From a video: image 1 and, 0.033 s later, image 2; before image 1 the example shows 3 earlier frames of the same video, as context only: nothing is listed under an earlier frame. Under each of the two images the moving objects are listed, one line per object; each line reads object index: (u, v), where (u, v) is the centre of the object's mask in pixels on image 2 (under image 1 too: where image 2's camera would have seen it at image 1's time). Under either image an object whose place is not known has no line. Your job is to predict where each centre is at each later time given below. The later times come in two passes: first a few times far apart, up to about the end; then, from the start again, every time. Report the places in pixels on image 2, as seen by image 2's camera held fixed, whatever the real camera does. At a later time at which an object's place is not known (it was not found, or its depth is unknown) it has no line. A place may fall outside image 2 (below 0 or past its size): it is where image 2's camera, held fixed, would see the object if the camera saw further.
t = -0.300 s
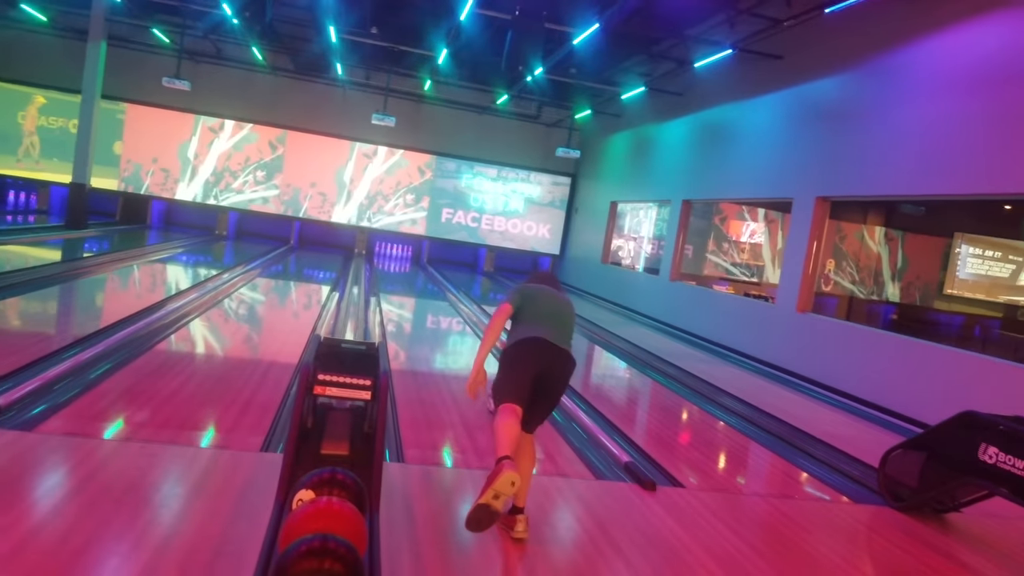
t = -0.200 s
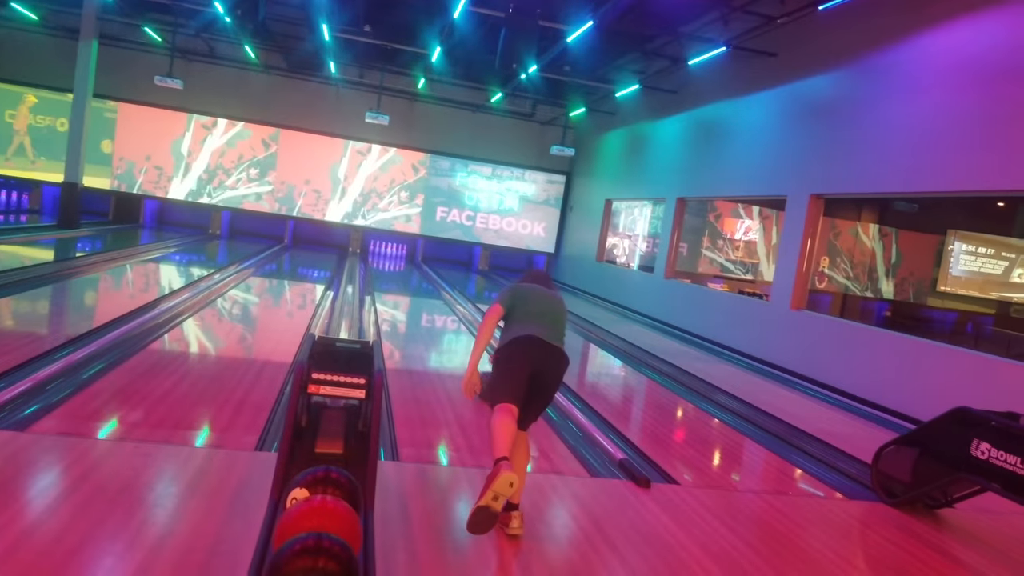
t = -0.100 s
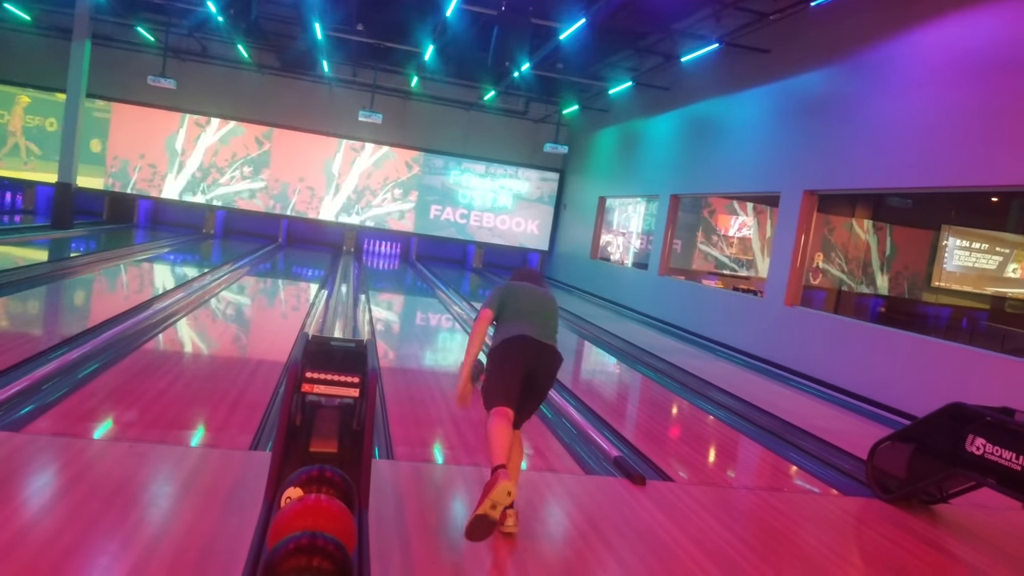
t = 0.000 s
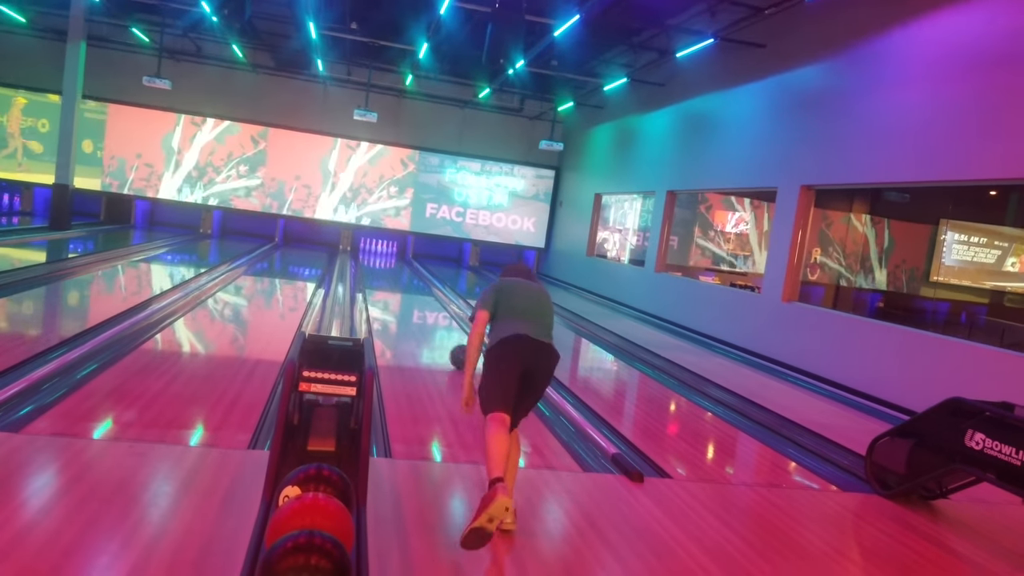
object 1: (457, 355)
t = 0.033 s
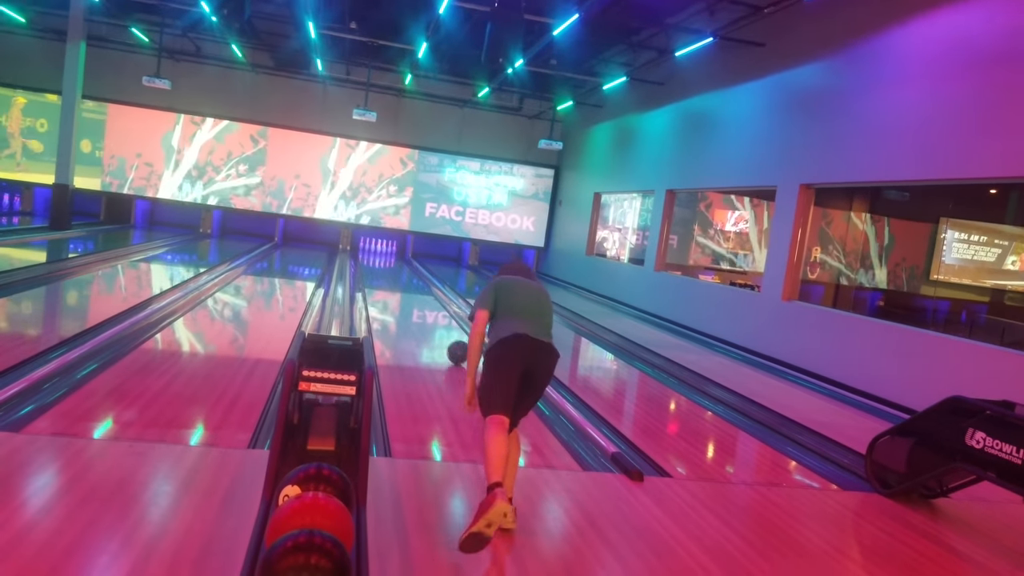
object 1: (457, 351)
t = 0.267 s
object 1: (444, 332)
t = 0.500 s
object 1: (434, 317)
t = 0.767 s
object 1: (424, 304)
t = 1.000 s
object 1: (418, 295)
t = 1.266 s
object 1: (411, 287)
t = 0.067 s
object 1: (456, 348)
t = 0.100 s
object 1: (454, 345)
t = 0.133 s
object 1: (452, 342)
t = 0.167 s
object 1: (450, 339)
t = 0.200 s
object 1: (448, 337)
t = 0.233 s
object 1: (446, 334)
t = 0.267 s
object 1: (444, 332)
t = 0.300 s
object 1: (442, 329)
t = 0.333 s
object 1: (441, 327)
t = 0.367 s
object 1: (439, 324)
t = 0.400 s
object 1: (438, 322)
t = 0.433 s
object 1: (436, 320)
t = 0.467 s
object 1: (435, 319)
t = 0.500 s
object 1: (434, 317)
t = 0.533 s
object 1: (433, 315)
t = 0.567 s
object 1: (431, 313)
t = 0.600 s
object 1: (430, 312)
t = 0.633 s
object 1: (429, 310)
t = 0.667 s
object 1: (428, 308)
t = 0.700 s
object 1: (427, 307)
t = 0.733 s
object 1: (425, 305)
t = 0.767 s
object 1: (424, 304)
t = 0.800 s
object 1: (423, 303)
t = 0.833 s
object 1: (422, 301)
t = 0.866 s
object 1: (421, 300)
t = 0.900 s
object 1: (420, 299)
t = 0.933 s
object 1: (419, 298)
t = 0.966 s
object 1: (419, 297)
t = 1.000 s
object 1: (418, 295)
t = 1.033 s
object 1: (417, 294)
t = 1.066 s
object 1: (416, 293)
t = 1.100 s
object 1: (415, 292)
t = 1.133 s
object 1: (414, 291)
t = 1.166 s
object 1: (413, 290)
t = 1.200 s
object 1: (412, 289)
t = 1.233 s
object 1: (412, 288)
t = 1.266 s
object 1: (411, 287)
